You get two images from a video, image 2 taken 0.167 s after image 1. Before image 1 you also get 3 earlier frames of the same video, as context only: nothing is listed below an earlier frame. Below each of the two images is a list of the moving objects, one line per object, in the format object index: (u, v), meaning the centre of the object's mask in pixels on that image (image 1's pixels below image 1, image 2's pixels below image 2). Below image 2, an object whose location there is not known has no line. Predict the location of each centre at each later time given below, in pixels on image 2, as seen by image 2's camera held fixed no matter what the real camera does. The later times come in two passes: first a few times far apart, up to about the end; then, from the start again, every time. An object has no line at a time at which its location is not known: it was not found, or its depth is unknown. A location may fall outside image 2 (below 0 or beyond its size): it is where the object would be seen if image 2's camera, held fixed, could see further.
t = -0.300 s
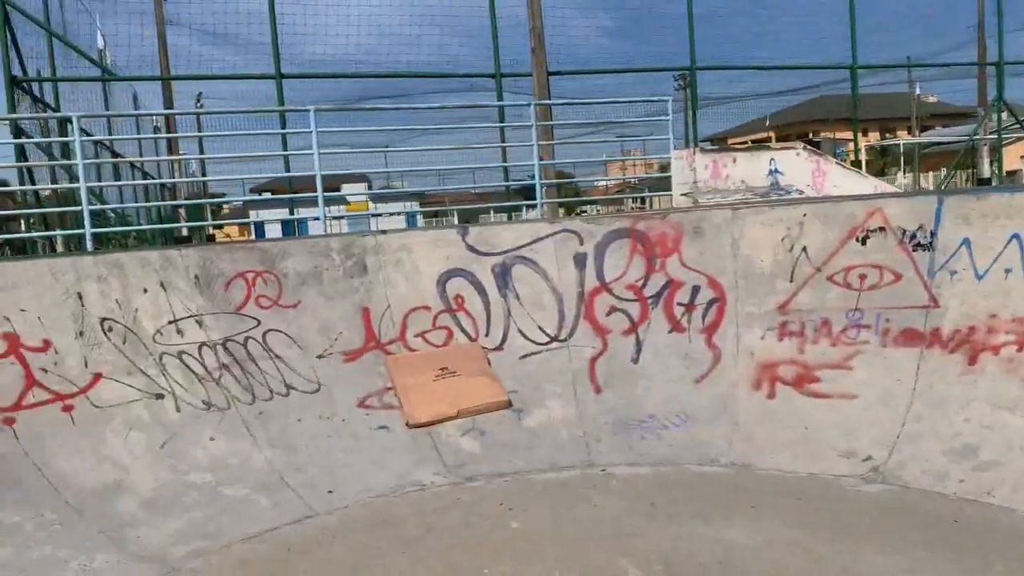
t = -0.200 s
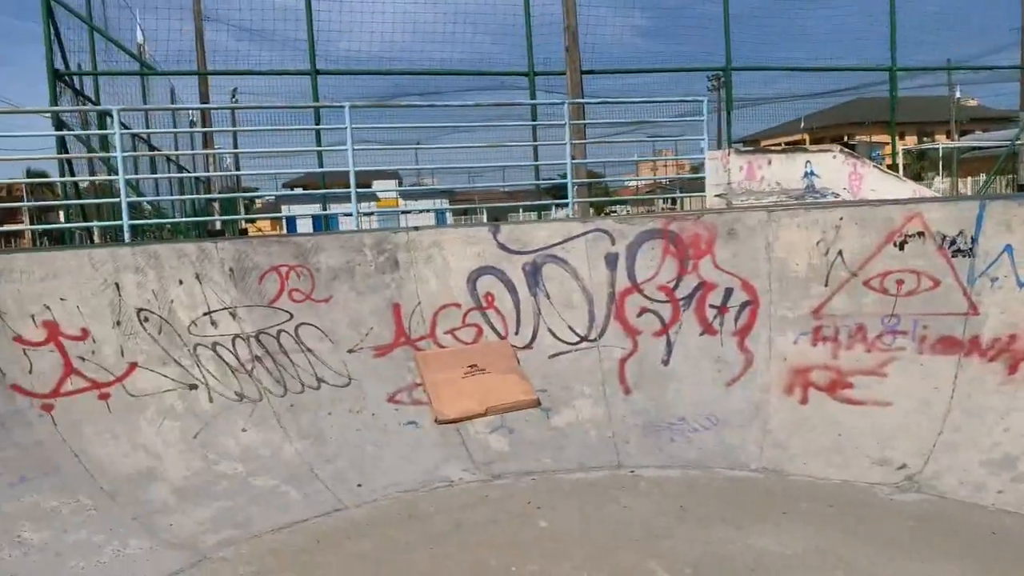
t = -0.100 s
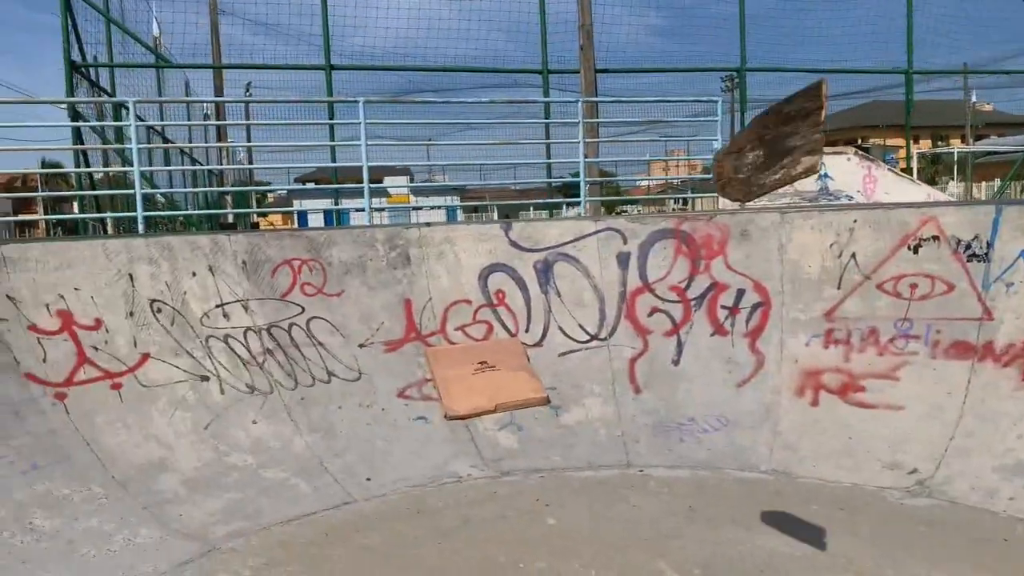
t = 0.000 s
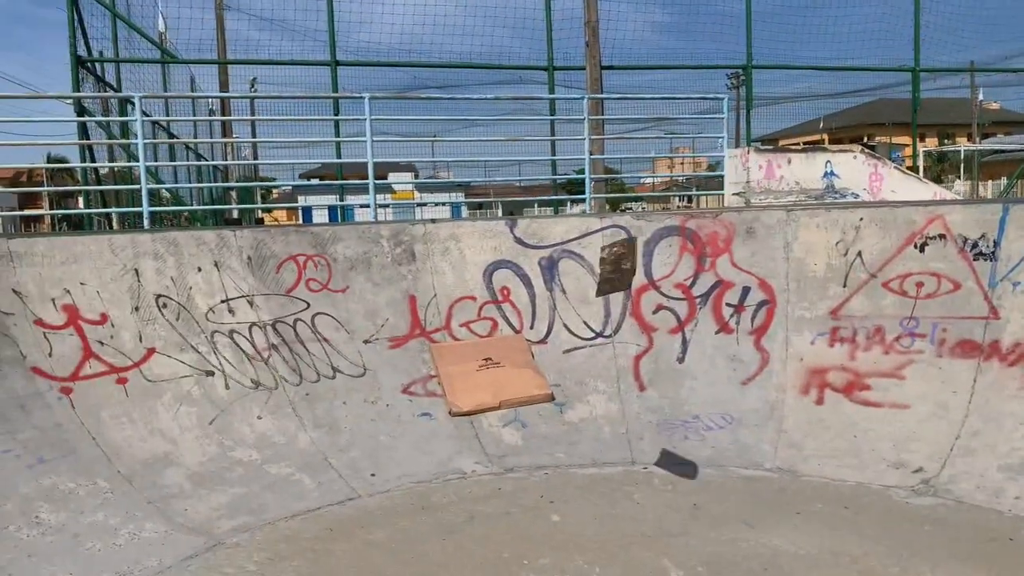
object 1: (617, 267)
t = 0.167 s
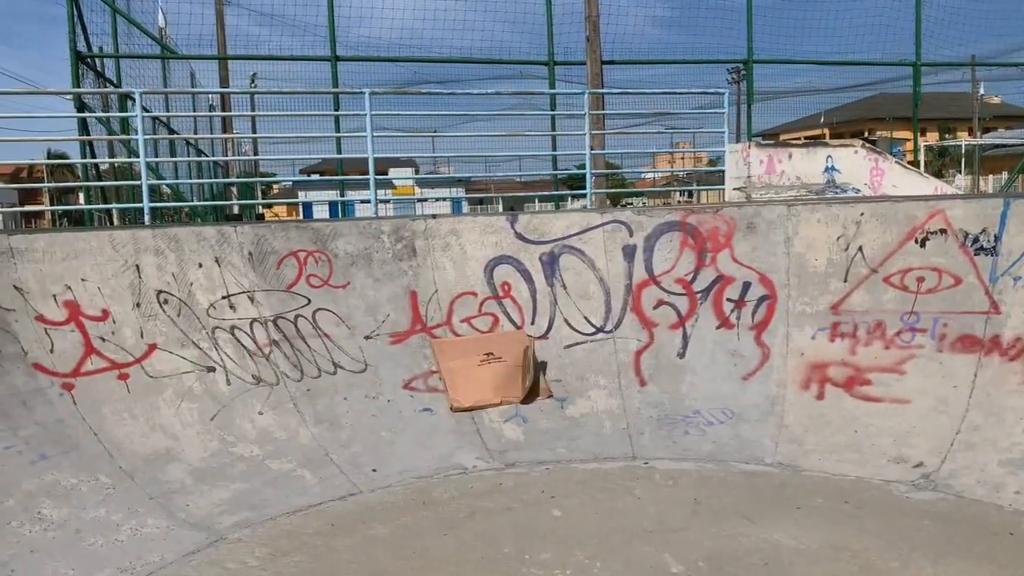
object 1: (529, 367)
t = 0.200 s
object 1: (535, 366)
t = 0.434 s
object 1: (606, 371)
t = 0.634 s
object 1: (638, 398)
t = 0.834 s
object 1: (655, 412)
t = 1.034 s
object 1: (656, 417)
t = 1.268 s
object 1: (656, 420)
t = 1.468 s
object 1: (656, 420)
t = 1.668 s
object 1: (656, 420)
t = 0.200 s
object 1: (535, 366)
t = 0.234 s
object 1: (545, 367)
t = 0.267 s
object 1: (556, 363)
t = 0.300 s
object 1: (566, 362)
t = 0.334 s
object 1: (576, 362)
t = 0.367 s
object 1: (586, 364)
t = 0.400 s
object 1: (596, 367)
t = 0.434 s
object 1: (606, 371)
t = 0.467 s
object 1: (613, 373)
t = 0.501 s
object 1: (619, 375)
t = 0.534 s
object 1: (624, 378)
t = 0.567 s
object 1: (630, 381)
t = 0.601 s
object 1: (634, 393)
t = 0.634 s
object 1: (638, 398)
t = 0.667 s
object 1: (642, 404)
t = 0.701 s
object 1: (647, 409)
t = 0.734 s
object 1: (648, 410)
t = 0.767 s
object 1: (650, 409)
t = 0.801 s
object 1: (652, 410)
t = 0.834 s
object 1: (655, 412)
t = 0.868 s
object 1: (657, 413)
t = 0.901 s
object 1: (657, 414)
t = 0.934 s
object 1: (656, 416)
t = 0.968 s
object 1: (656, 418)
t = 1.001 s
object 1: (657, 418)
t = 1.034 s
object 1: (656, 417)
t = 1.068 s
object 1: (656, 418)
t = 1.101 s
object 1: (656, 419)
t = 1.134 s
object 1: (656, 419)
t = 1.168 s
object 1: (656, 419)
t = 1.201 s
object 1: (656, 420)
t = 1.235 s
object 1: (656, 420)
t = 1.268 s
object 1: (656, 420)
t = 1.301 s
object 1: (656, 420)
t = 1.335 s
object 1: (656, 420)
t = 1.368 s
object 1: (656, 420)
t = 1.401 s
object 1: (656, 420)
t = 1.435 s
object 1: (656, 420)
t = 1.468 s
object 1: (656, 420)
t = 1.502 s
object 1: (656, 420)
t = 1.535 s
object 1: (656, 420)
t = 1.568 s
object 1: (656, 420)
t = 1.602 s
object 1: (656, 420)
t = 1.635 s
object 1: (656, 420)
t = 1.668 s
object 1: (656, 420)
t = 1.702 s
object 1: (656, 420)
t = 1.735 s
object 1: (656, 420)
